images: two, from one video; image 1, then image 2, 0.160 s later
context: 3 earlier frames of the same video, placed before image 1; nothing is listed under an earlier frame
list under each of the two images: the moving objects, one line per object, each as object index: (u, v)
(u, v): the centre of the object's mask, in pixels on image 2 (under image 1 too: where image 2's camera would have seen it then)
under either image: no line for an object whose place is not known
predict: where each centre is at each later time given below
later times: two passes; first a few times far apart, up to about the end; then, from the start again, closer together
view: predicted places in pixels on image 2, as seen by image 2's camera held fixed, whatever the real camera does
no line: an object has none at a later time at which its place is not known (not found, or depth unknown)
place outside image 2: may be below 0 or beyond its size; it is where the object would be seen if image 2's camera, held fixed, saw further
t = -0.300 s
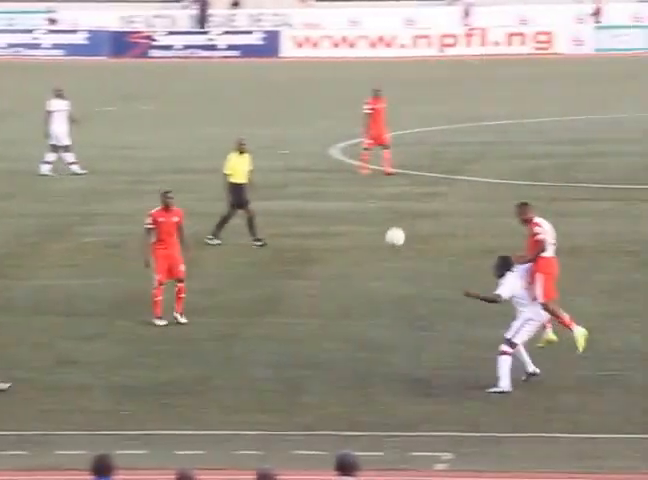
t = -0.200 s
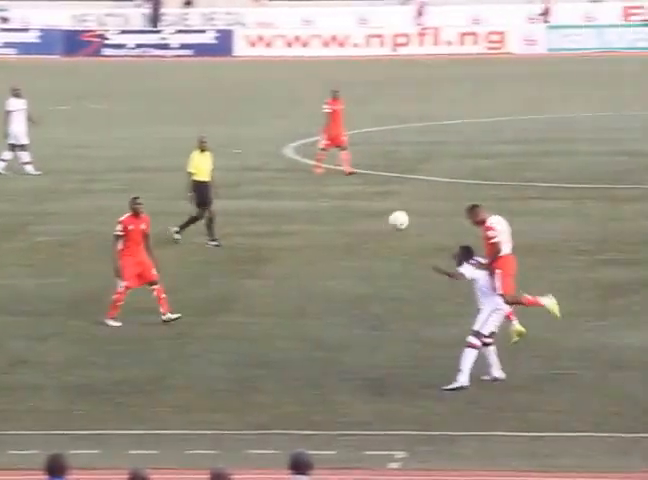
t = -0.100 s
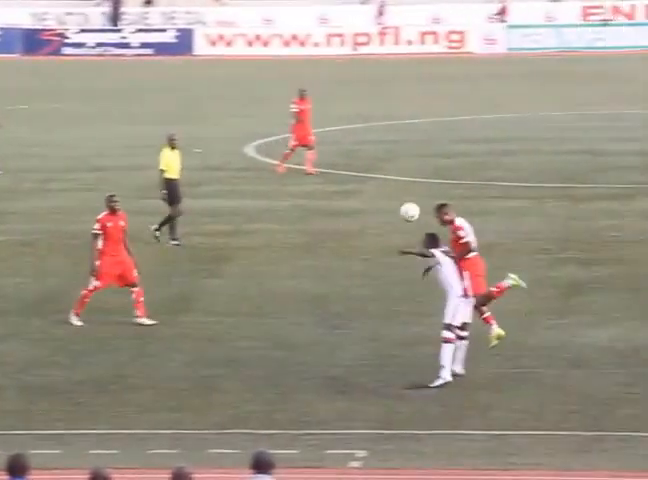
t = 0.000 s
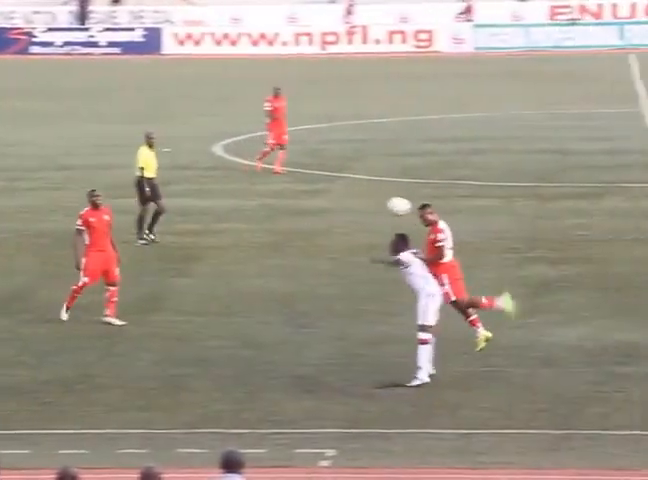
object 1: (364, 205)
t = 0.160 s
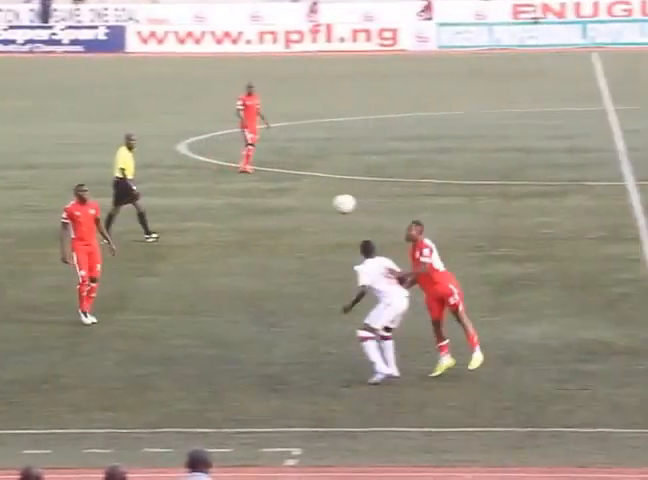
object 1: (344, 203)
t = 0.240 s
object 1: (334, 210)
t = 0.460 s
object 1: (306, 258)
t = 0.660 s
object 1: (282, 335)
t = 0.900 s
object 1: (298, 323)
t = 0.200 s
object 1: (339, 206)
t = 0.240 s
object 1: (334, 210)
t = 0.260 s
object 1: (332, 213)
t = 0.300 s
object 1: (327, 219)
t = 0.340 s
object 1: (322, 227)
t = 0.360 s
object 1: (319, 231)
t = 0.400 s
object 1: (314, 241)
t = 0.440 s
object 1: (309, 252)
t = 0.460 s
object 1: (306, 258)
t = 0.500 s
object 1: (301, 271)
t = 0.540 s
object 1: (297, 285)
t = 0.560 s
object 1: (295, 292)
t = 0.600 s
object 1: (289, 309)
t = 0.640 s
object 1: (284, 326)
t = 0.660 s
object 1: (282, 335)
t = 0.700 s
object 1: (276, 354)
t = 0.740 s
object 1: (274, 369)
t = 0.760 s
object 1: (277, 362)
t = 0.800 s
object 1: (283, 349)
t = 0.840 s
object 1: (288, 338)
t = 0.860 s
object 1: (292, 333)
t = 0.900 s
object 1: (298, 323)
